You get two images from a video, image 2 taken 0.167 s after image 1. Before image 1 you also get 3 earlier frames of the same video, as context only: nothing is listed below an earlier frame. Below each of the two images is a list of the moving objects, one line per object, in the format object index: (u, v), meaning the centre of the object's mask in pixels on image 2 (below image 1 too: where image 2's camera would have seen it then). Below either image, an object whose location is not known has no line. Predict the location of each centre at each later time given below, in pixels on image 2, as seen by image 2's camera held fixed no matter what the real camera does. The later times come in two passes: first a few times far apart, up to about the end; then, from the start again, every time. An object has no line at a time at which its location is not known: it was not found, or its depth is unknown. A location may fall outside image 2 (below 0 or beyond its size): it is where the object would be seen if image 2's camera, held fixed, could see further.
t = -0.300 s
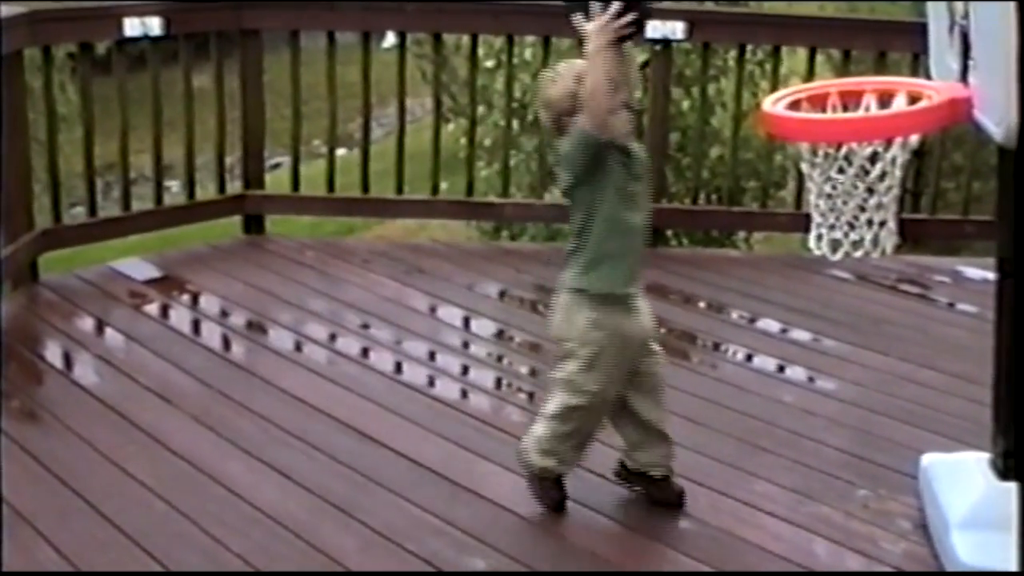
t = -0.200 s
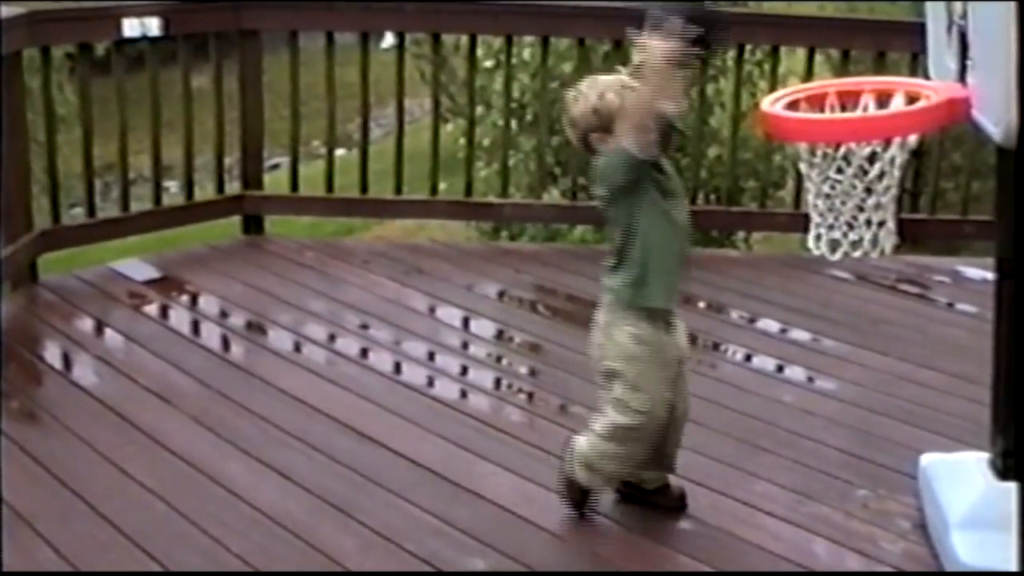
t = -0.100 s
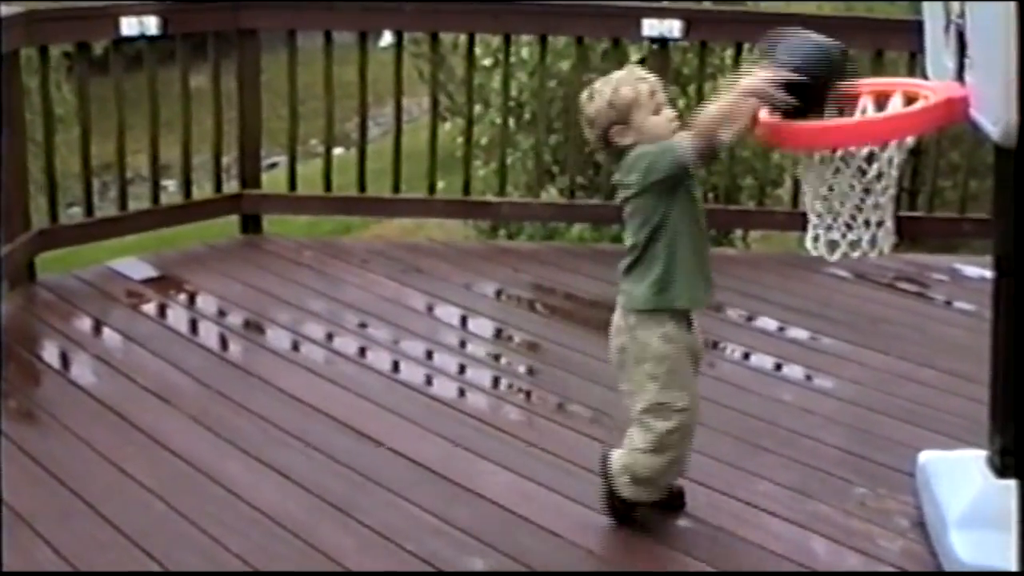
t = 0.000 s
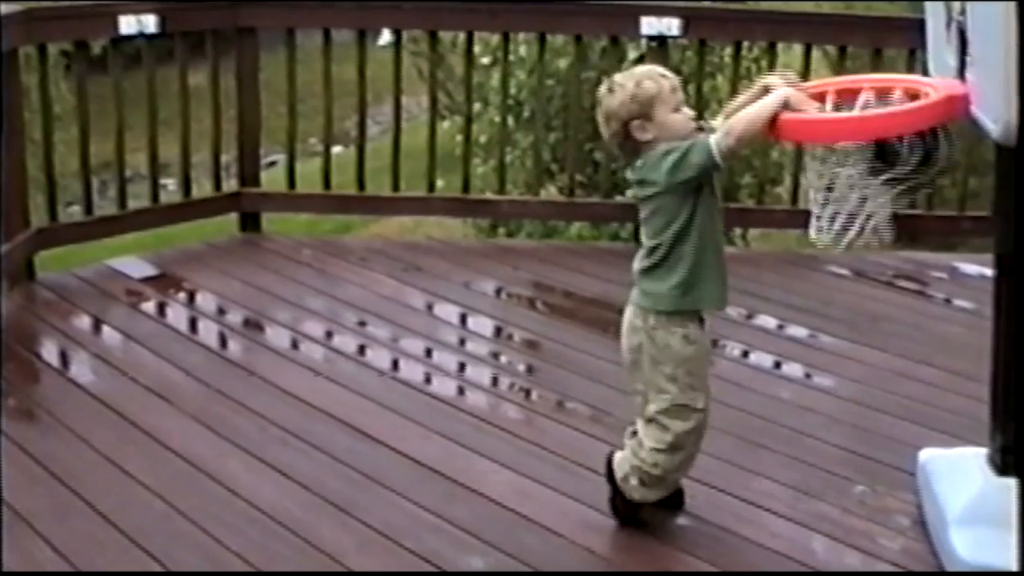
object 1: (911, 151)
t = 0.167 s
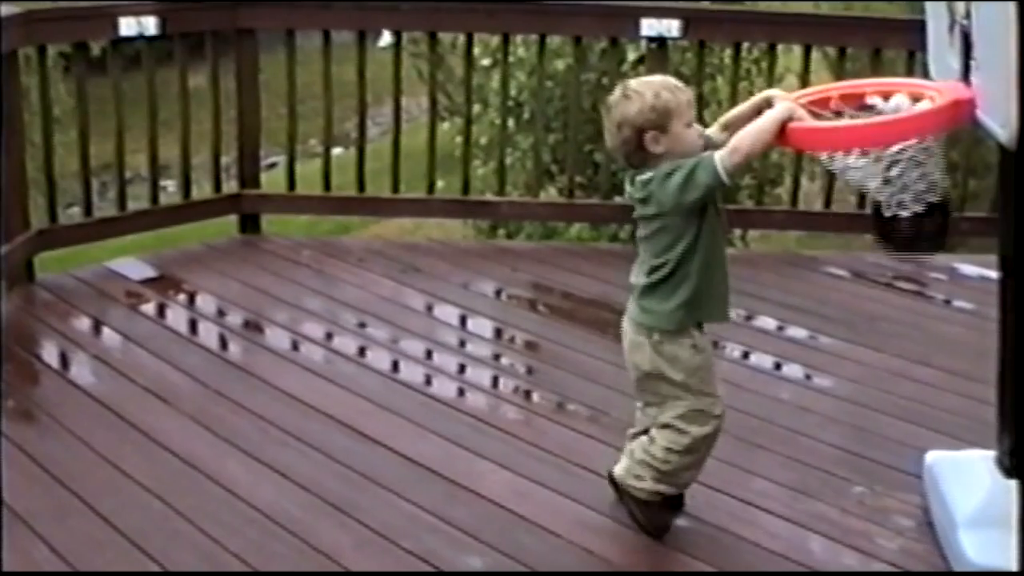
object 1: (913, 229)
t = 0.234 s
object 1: (904, 261)
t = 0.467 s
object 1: (873, 366)
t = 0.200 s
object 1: (909, 245)
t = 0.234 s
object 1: (904, 261)
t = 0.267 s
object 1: (901, 290)
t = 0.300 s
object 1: (896, 324)
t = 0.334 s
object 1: (891, 360)
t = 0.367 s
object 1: (884, 399)
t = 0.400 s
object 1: (877, 439)
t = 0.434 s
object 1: (875, 400)
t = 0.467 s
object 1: (873, 366)
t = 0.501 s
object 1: (871, 335)
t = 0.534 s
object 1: (868, 307)
